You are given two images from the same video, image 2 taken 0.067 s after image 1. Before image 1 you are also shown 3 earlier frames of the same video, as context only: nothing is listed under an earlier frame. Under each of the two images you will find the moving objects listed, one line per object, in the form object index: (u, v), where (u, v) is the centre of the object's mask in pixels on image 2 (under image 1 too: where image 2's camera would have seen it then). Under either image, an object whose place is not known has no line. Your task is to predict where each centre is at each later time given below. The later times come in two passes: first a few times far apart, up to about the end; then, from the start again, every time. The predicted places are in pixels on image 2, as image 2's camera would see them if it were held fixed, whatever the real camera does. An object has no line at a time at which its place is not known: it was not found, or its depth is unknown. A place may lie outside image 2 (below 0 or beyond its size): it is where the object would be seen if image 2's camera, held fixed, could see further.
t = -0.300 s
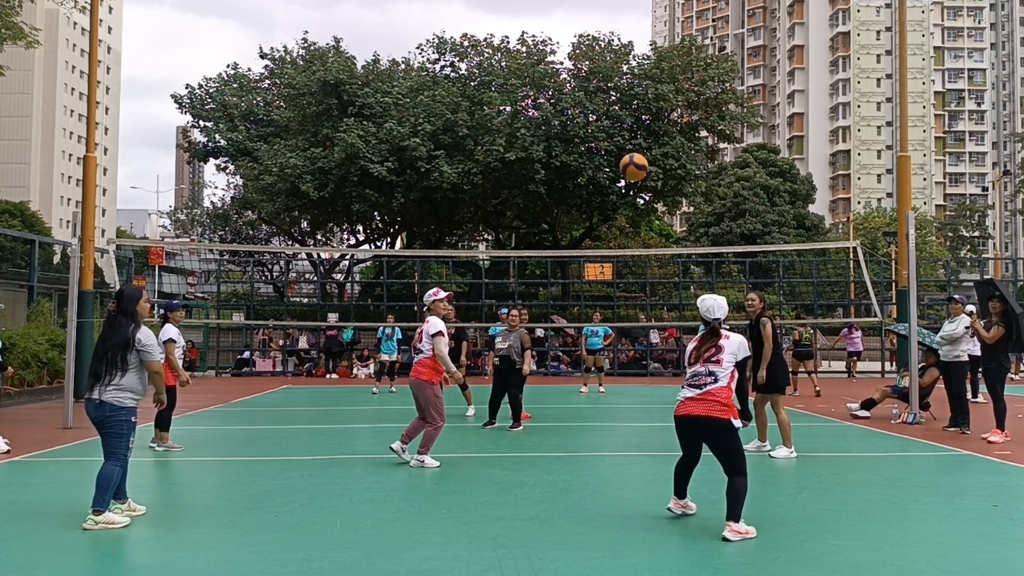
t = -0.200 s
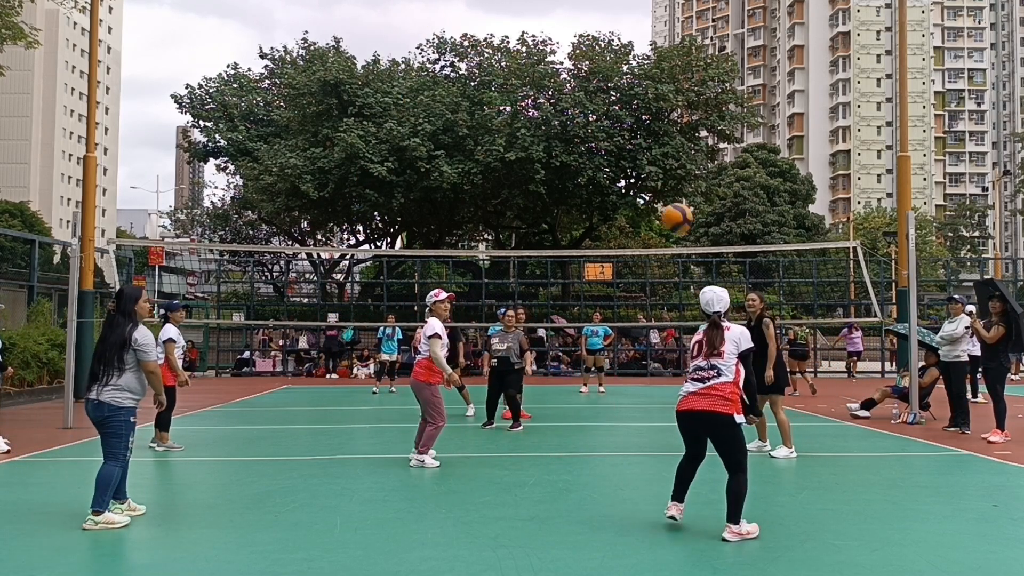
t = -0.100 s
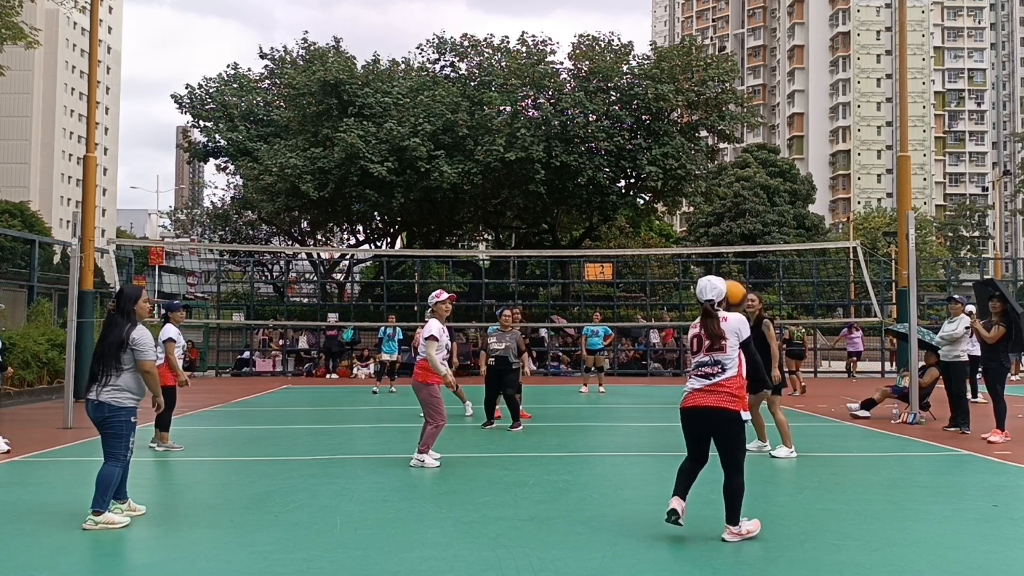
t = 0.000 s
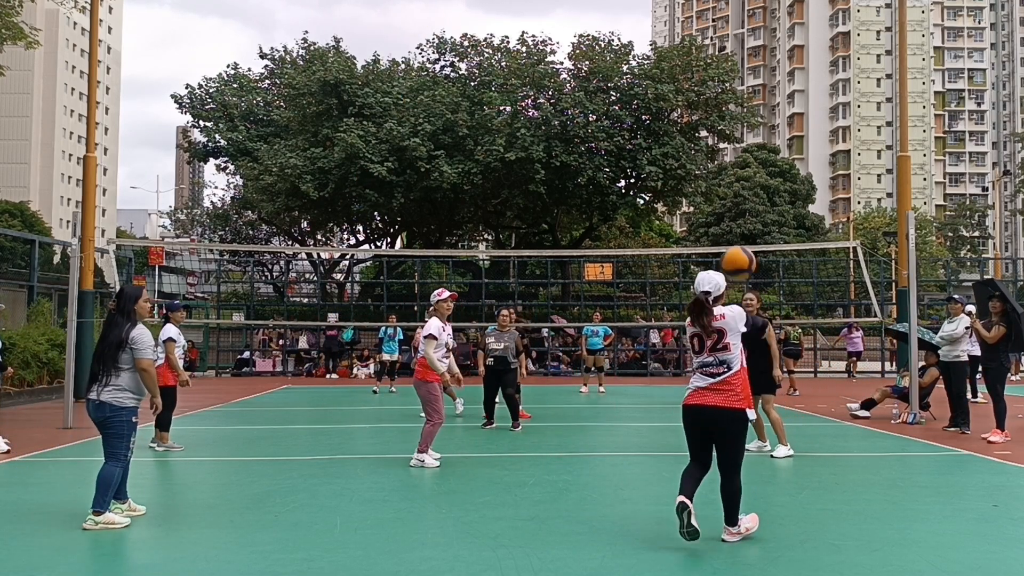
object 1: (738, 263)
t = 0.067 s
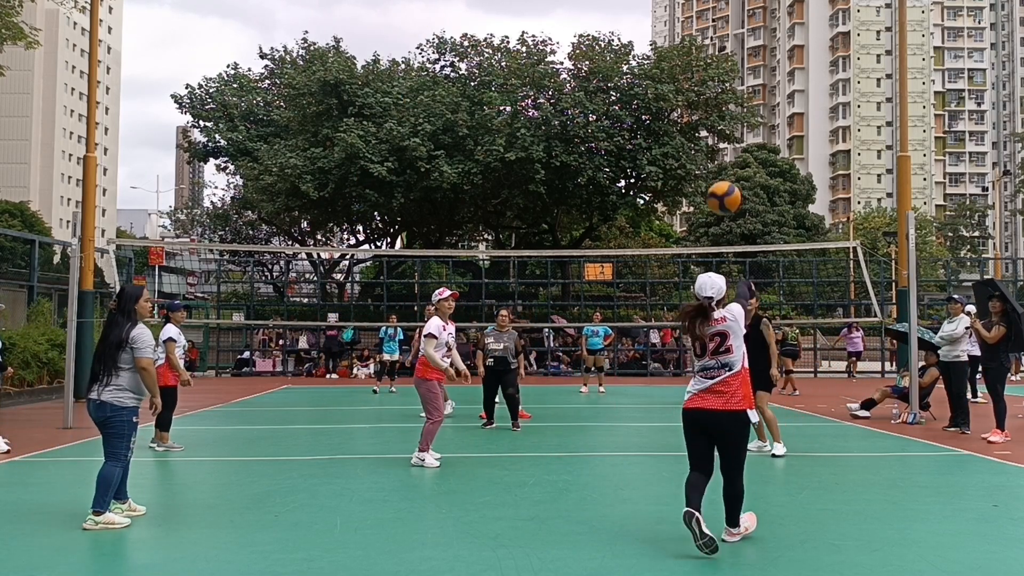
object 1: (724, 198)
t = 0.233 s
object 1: (692, 83)
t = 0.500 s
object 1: (652, 9)
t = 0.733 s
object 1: (625, 17)
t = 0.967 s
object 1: (604, 81)
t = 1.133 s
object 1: (590, 153)
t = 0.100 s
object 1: (717, 170)
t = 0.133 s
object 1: (710, 144)
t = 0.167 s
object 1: (705, 121)
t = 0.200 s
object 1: (698, 102)
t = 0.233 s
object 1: (692, 83)
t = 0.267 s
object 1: (687, 67)
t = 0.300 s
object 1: (681, 53)
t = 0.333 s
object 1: (676, 41)
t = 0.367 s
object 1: (670, 32)
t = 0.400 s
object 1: (665, 23)
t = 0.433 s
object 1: (661, 16)
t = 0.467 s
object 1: (656, 12)
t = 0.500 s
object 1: (652, 9)
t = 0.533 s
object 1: (647, 8)
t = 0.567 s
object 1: (643, 7)
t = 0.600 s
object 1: (640, 7)
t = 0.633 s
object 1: (636, 8)
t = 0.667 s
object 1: (632, 9)
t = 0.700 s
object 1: (629, 12)
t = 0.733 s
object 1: (625, 17)
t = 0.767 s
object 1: (622, 23)
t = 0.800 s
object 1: (618, 31)
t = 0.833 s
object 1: (615, 39)
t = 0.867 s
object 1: (613, 47)
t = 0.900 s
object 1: (609, 58)
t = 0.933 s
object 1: (607, 69)
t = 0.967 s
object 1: (604, 81)
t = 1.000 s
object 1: (600, 94)
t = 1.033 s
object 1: (598, 108)
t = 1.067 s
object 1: (595, 122)
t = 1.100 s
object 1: (593, 137)
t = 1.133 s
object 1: (590, 153)
